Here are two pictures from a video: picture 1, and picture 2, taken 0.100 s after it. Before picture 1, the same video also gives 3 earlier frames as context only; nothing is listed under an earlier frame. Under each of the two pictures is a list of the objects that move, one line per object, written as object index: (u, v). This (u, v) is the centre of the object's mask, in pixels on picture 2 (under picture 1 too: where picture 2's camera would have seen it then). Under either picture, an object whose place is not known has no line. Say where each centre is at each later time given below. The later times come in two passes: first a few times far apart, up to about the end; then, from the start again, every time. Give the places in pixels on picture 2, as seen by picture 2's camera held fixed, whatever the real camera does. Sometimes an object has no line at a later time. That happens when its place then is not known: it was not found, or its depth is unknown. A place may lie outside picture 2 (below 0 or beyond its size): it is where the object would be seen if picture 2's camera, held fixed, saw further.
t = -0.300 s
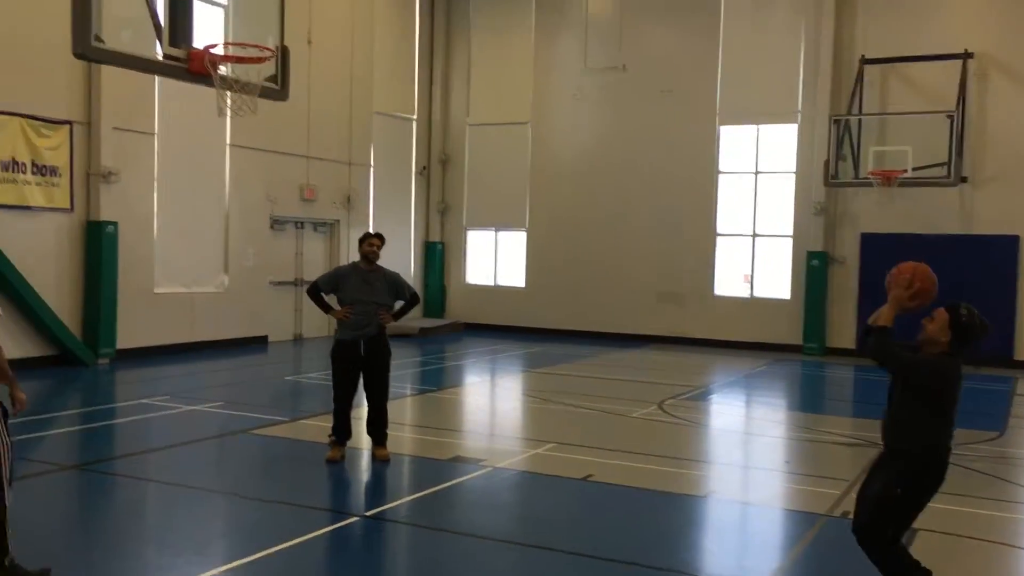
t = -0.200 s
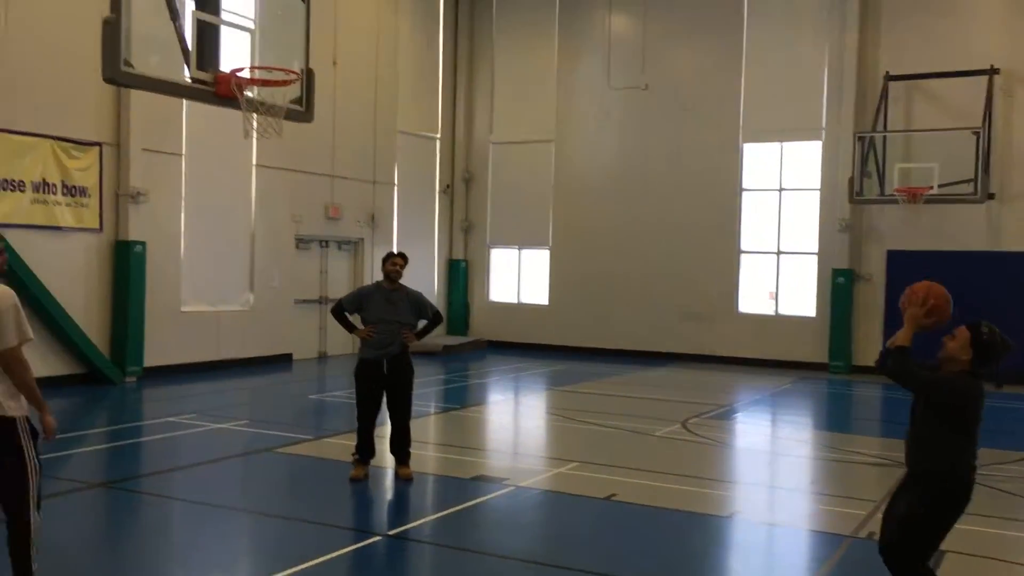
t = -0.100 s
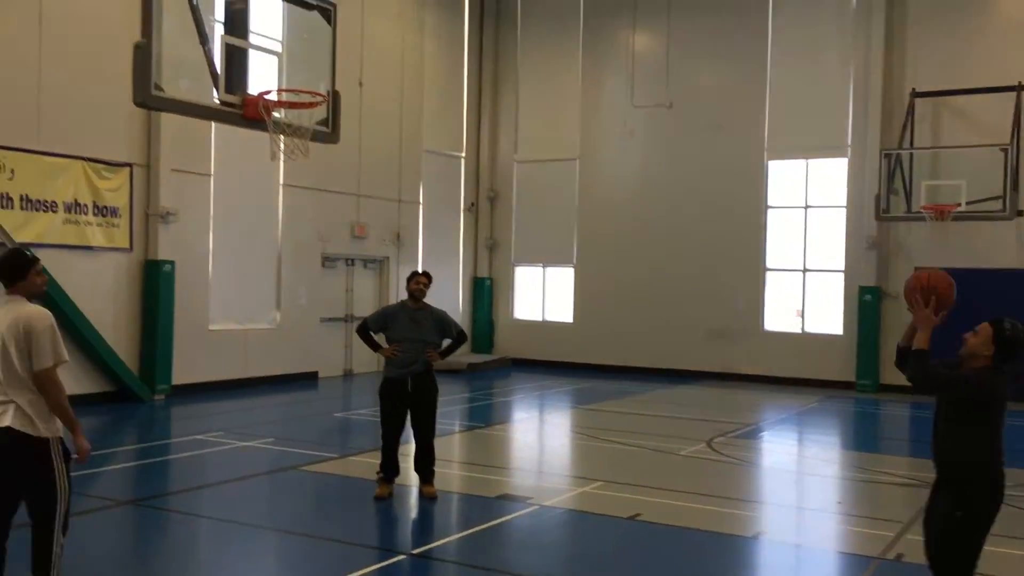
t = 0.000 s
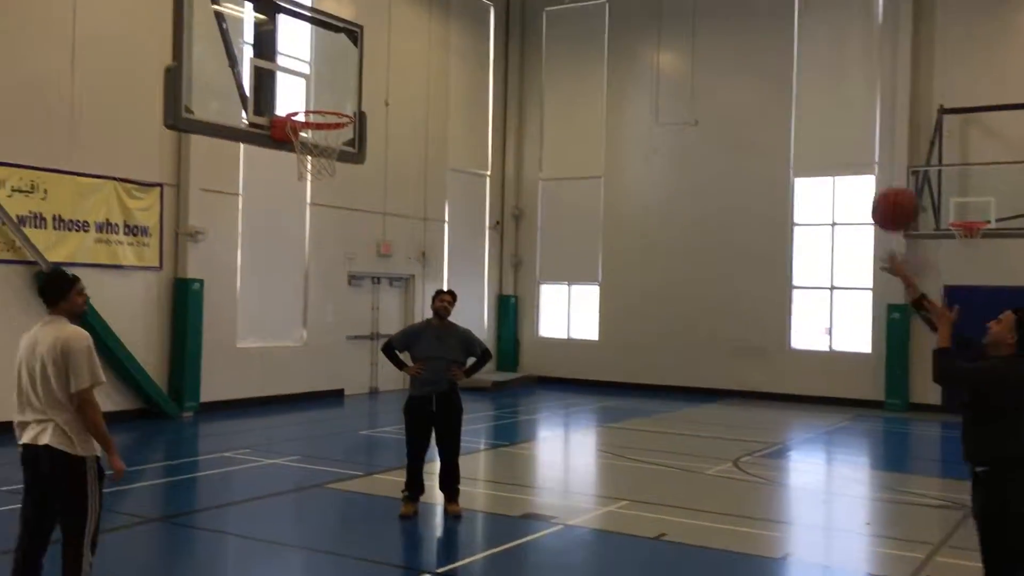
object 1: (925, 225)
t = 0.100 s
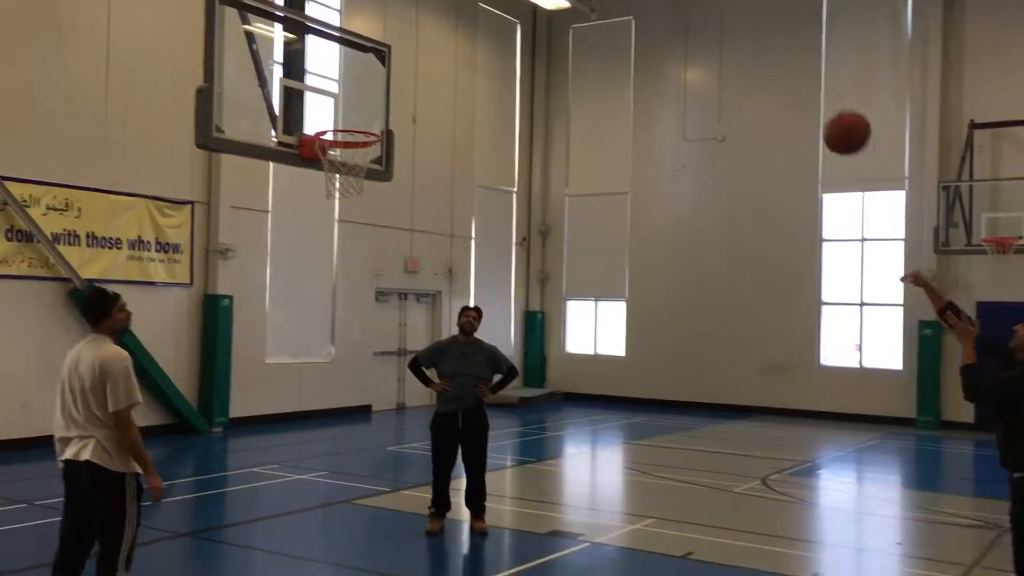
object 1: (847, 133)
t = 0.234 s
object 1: (754, 49)
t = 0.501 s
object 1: (599, -15)
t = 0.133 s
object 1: (823, 108)
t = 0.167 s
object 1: (799, 86)
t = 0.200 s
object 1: (777, 66)
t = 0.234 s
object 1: (754, 49)
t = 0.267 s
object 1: (733, 34)
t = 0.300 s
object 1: (713, 21)
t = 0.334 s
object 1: (692, 10)
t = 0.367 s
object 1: (673, 2)
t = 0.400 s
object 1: (654, -6)
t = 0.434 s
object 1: (635, -11)
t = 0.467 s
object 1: (617, -14)
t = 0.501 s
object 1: (599, -15)
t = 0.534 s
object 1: (582, -15)
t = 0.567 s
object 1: (565, -12)
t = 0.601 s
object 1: (547, -8)
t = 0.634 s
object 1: (530, -3)
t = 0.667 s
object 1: (515, 4)
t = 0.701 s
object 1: (499, 11)
